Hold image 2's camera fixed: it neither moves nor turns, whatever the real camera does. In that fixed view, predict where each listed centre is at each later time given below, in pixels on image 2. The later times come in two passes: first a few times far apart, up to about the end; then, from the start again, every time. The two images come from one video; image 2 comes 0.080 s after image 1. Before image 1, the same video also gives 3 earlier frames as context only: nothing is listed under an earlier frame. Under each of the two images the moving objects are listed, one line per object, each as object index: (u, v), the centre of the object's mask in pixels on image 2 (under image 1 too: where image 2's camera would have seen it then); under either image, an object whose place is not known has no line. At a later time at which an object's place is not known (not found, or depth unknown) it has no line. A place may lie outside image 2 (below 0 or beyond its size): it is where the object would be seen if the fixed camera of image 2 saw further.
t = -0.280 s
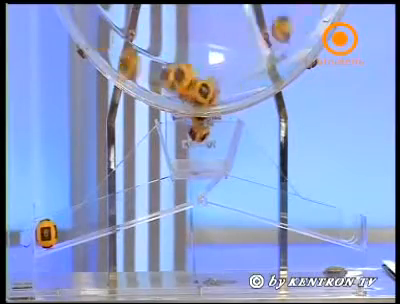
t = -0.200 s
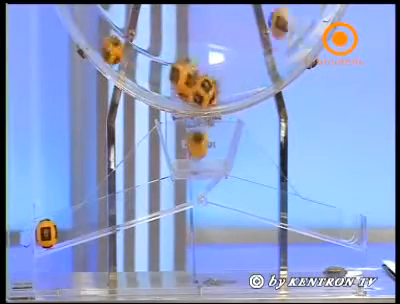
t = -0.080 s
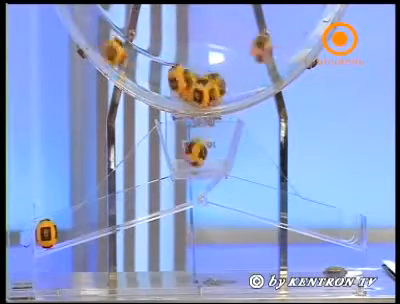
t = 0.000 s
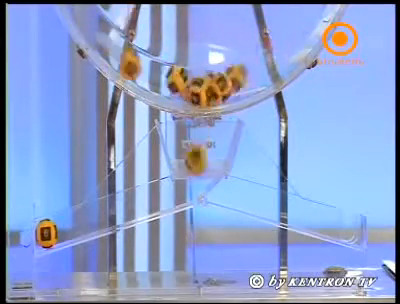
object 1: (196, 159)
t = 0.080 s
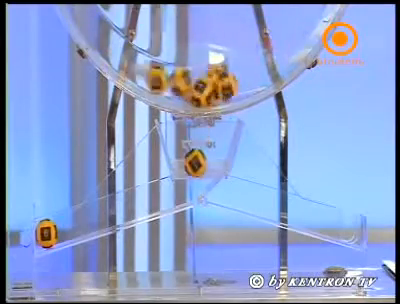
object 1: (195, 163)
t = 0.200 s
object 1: (195, 166)
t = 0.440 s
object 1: (195, 175)
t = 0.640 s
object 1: (174, 192)
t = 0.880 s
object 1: (106, 214)
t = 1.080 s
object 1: (82, 221)
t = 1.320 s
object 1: (69, 226)
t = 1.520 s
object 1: (69, 227)
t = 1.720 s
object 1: (69, 227)
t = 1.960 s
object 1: (69, 226)
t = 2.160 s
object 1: (69, 227)
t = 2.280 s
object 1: (69, 227)
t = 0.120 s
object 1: (195, 164)
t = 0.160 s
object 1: (195, 165)
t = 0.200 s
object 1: (195, 166)
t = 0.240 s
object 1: (195, 167)
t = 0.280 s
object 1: (194, 168)
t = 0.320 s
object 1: (195, 169)
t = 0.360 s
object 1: (194, 171)
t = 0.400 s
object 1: (194, 173)
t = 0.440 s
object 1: (195, 175)
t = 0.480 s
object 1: (194, 178)
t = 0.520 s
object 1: (192, 181)
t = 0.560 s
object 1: (188, 188)
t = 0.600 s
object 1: (181, 190)
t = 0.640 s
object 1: (174, 192)
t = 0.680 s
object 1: (165, 194)
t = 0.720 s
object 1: (156, 198)
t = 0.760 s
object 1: (145, 203)
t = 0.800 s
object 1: (134, 205)
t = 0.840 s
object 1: (120, 209)
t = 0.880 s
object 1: (106, 214)
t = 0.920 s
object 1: (93, 218)
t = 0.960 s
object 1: (77, 224)
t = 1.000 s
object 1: (73, 223)
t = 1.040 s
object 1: (79, 222)
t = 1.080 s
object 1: (82, 221)
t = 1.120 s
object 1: (83, 221)
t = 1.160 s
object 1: (80, 222)
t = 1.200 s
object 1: (77, 223)
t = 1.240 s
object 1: (73, 225)
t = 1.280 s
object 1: (69, 226)
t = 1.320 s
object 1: (69, 226)
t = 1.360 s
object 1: (69, 226)
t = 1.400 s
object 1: (69, 226)
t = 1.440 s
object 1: (69, 226)
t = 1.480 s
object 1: (69, 226)
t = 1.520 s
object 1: (69, 227)
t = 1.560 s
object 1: (69, 227)
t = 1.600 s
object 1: (69, 227)
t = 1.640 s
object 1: (69, 227)
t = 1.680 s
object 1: (69, 227)
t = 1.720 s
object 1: (69, 227)
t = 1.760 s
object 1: (69, 227)
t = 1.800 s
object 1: (69, 227)
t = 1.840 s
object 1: (69, 227)
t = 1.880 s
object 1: (69, 227)
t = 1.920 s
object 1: (69, 227)
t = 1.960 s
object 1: (69, 226)
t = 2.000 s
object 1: (68, 227)
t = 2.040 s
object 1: (69, 227)
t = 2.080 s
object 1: (69, 227)
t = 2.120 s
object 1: (69, 227)
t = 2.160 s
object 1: (69, 227)
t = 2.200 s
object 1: (69, 227)
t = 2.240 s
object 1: (69, 227)
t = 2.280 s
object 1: (69, 227)
